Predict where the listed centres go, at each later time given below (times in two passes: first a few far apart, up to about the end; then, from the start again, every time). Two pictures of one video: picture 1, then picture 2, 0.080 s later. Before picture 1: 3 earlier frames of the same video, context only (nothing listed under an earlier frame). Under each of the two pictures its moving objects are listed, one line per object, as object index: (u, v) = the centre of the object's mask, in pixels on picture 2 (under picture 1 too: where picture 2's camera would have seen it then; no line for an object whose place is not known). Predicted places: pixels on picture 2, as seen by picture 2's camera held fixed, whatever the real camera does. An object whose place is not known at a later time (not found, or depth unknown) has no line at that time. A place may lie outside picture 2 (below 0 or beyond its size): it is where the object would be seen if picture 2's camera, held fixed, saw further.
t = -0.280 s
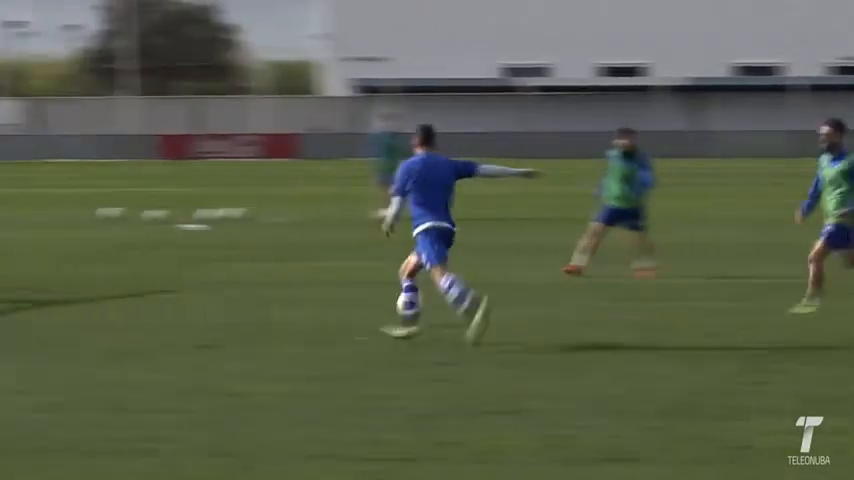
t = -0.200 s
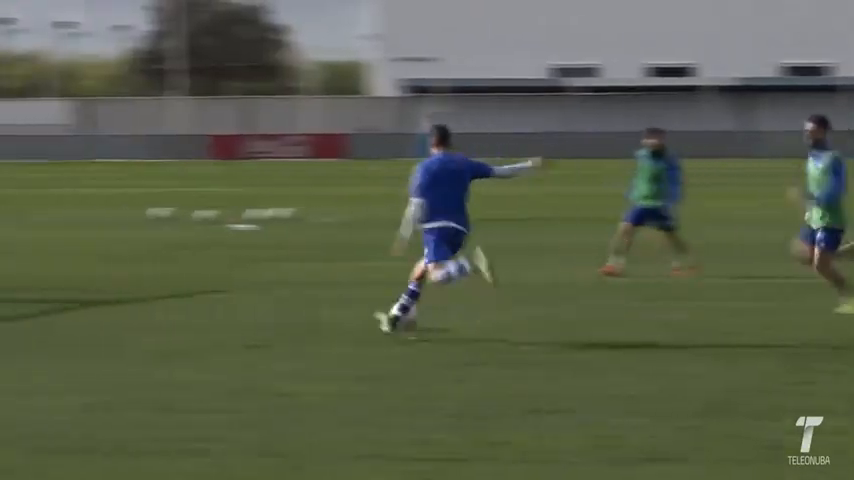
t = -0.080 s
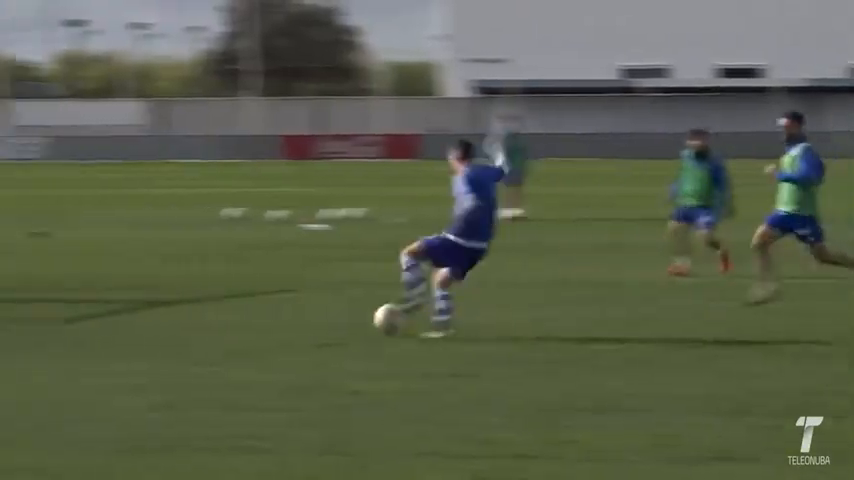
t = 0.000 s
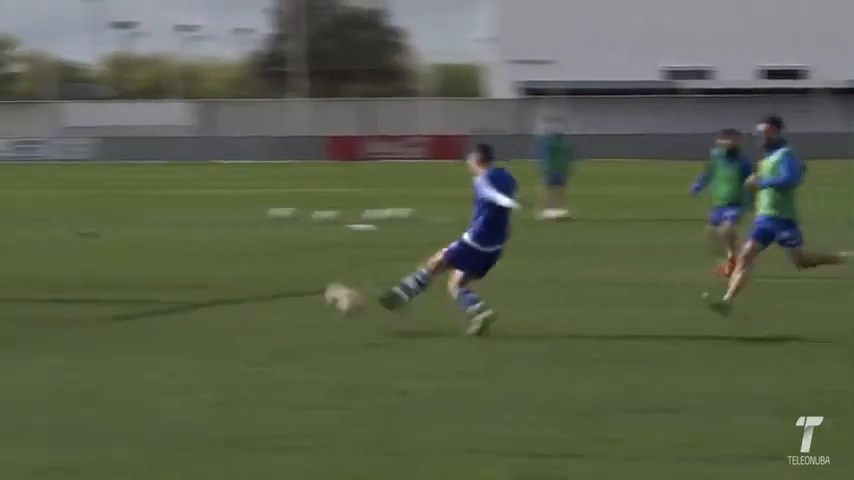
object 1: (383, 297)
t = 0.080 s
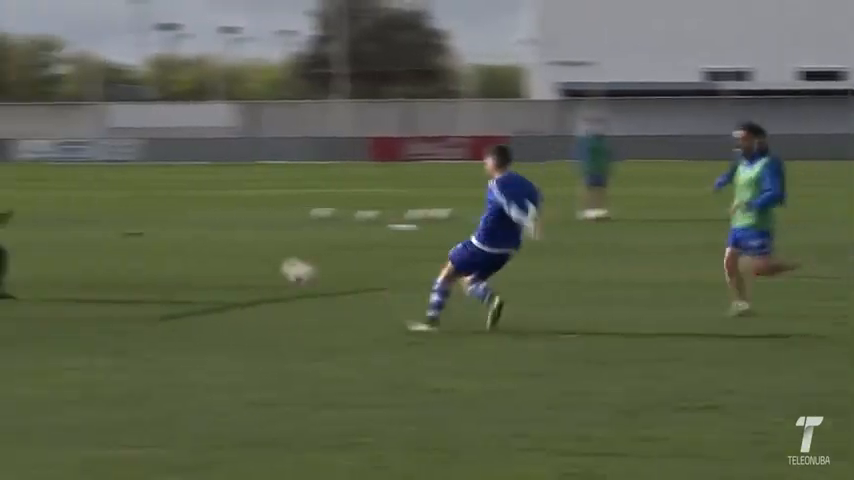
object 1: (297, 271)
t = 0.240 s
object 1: (137, 250)
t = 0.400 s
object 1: (-24, 266)
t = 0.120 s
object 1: (259, 262)
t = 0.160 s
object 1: (218, 258)
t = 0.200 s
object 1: (179, 254)
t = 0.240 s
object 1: (137, 250)
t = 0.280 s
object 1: (97, 252)
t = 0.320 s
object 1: (57, 255)
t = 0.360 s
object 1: (17, 260)
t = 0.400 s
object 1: (-24, 266)
